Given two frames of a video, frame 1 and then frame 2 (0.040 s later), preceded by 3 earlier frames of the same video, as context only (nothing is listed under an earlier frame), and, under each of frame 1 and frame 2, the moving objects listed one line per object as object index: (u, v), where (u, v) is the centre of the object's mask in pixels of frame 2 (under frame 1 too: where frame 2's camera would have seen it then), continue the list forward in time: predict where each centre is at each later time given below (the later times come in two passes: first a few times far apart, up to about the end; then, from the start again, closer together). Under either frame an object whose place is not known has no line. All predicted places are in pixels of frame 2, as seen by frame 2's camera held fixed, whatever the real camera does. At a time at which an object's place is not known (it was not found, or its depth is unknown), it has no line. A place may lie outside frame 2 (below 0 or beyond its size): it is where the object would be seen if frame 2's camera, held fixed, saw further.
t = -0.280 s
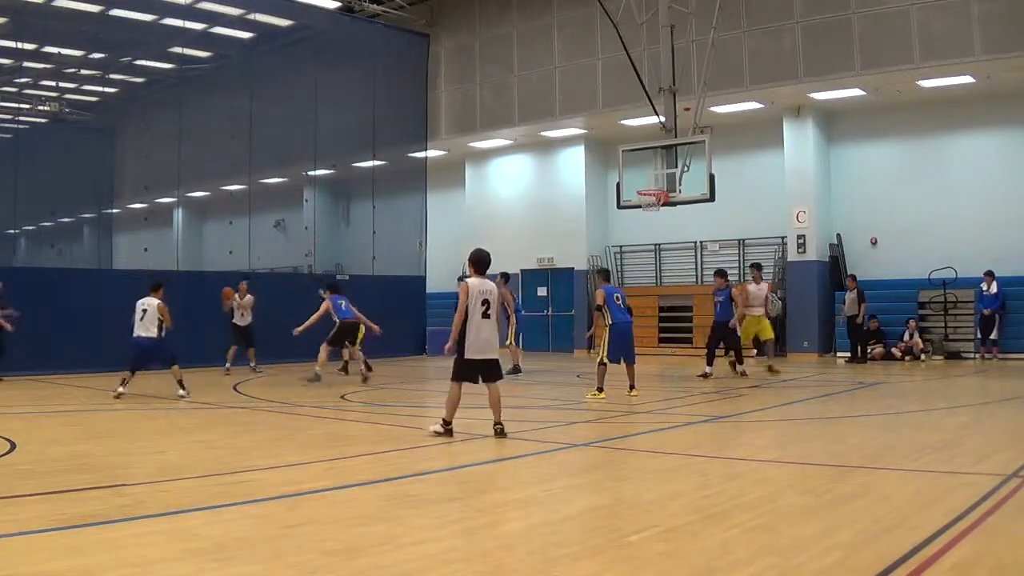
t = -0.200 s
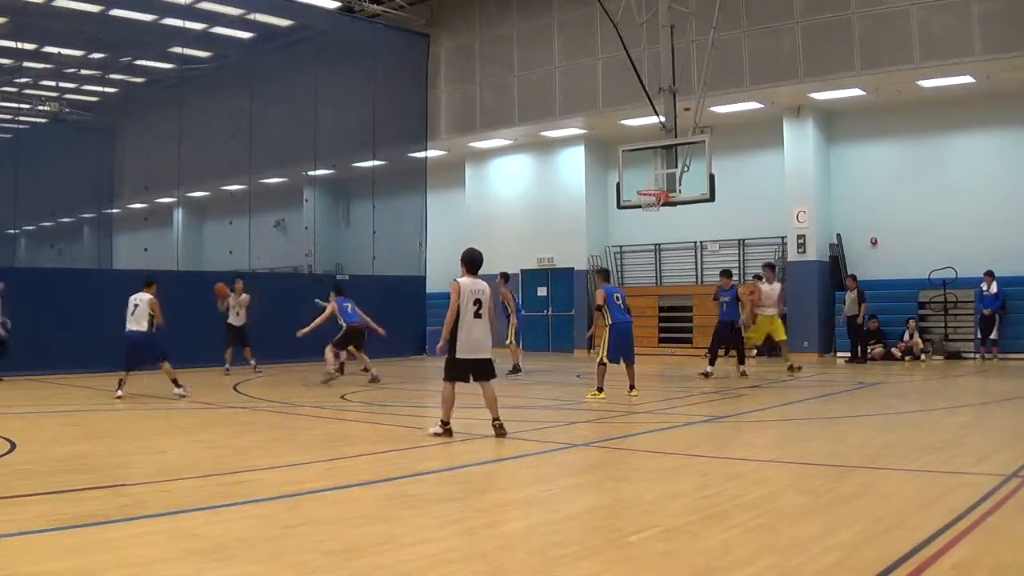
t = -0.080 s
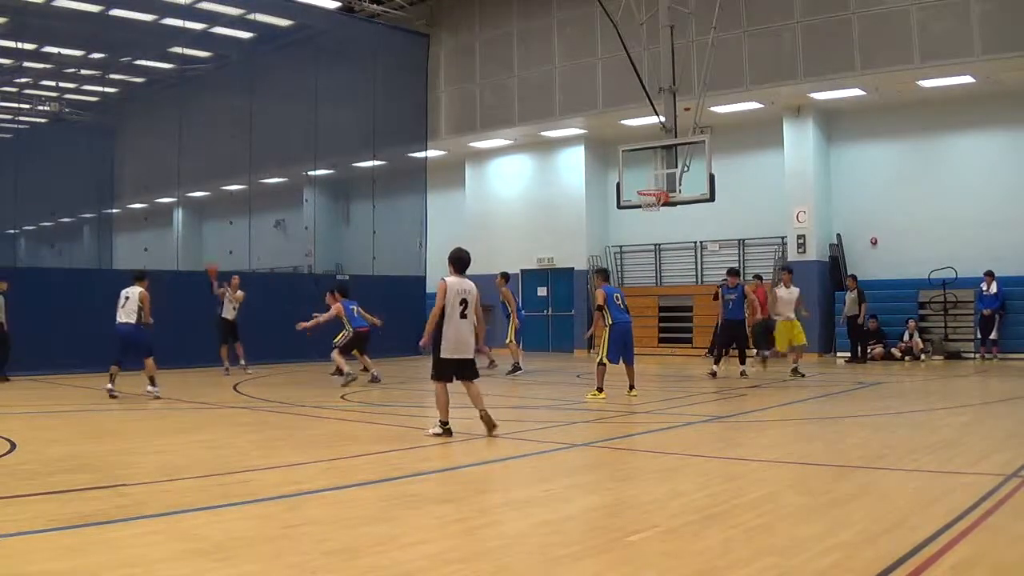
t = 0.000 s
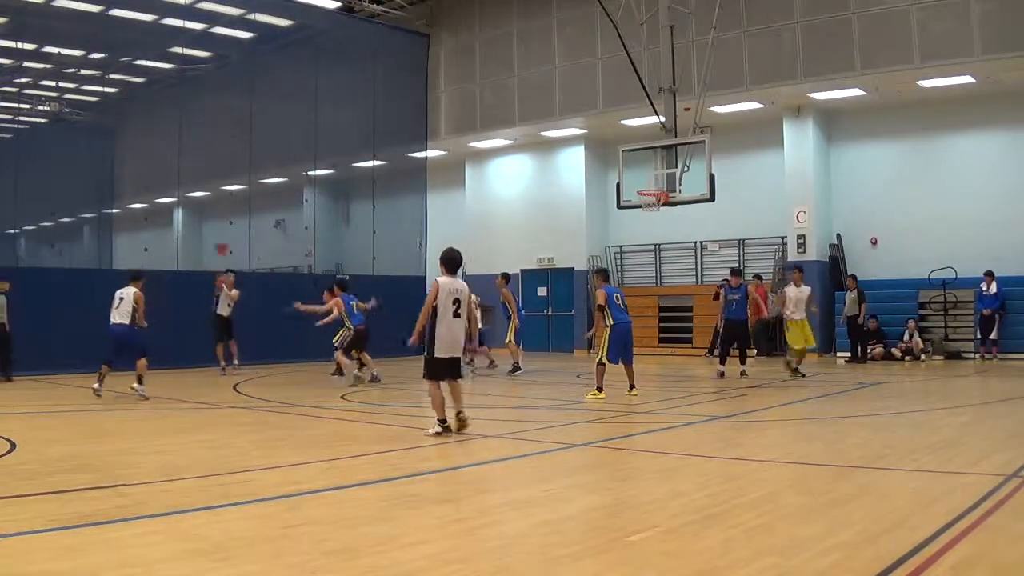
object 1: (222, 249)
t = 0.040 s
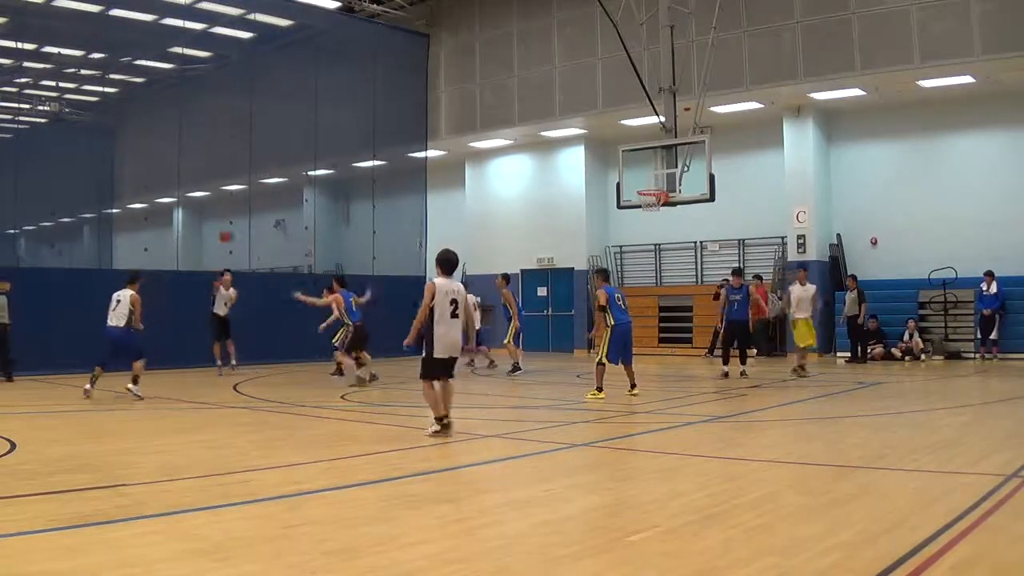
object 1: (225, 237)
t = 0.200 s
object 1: (250, 193)
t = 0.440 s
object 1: (297, 147)
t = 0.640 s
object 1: (342, 139)
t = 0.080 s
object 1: (233, 224)
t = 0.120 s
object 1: (237, 215)
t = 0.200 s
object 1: (250, 193)
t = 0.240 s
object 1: (260, 188)
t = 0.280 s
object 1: (263, 178)
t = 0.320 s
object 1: (272, 170)
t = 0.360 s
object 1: (278, 164)
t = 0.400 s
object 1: (288, 159)
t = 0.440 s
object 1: (297, 147)
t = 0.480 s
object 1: (303, 147)
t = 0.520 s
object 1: (313, 144)
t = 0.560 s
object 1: (322, 141)
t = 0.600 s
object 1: (331, 139)
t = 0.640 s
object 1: (342, 139)
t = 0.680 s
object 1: (351, 139)
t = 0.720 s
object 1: (364, 142)
